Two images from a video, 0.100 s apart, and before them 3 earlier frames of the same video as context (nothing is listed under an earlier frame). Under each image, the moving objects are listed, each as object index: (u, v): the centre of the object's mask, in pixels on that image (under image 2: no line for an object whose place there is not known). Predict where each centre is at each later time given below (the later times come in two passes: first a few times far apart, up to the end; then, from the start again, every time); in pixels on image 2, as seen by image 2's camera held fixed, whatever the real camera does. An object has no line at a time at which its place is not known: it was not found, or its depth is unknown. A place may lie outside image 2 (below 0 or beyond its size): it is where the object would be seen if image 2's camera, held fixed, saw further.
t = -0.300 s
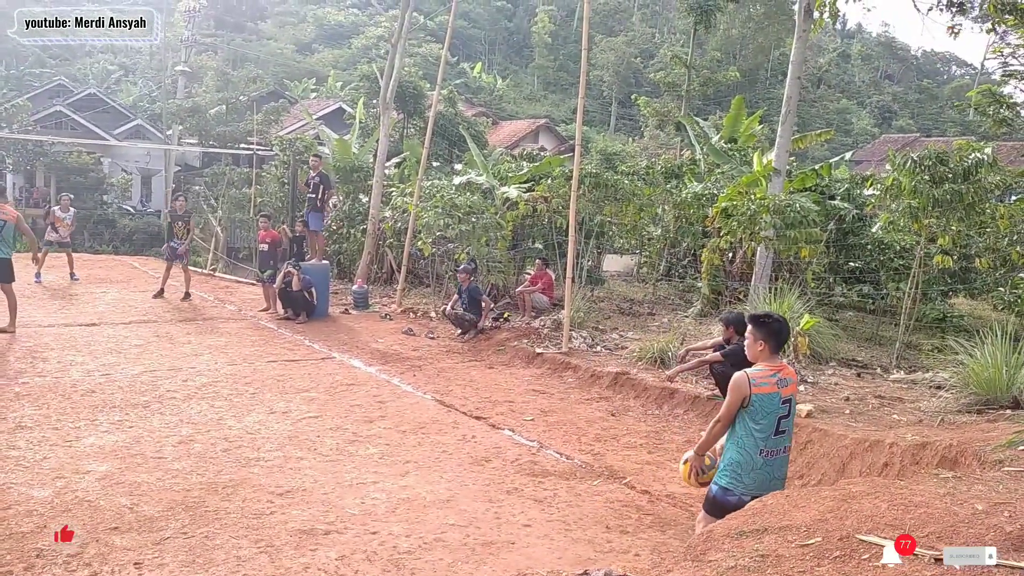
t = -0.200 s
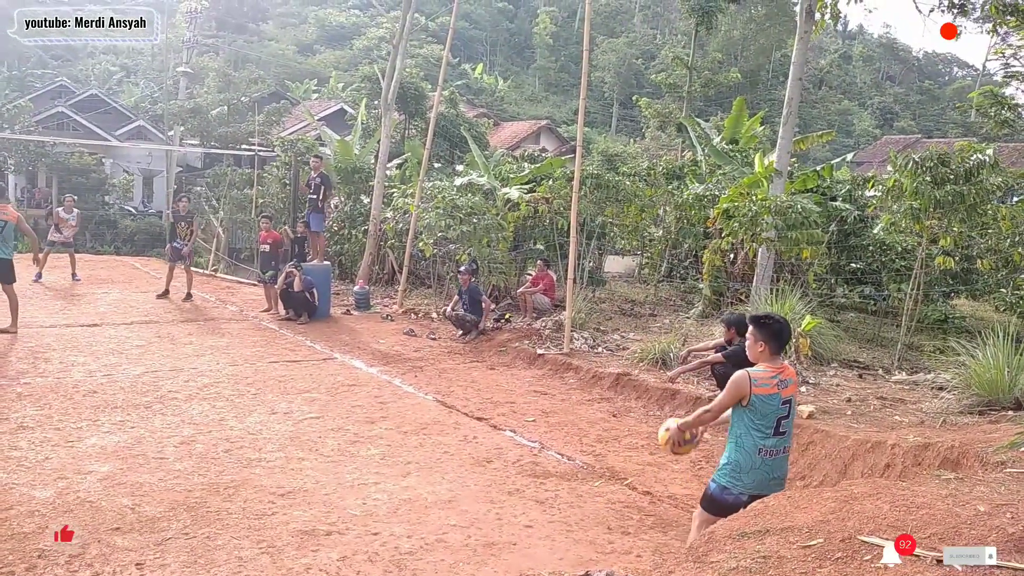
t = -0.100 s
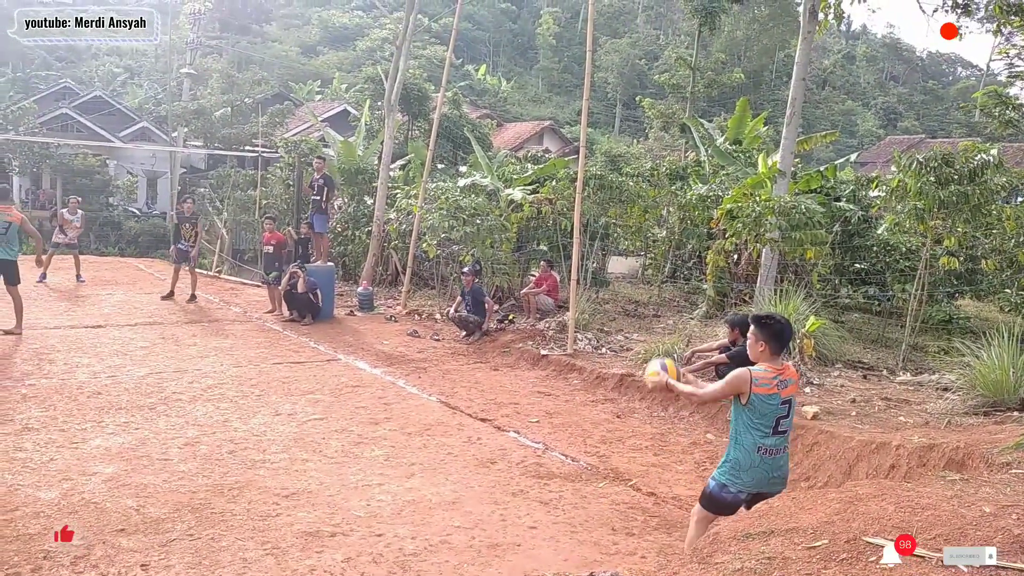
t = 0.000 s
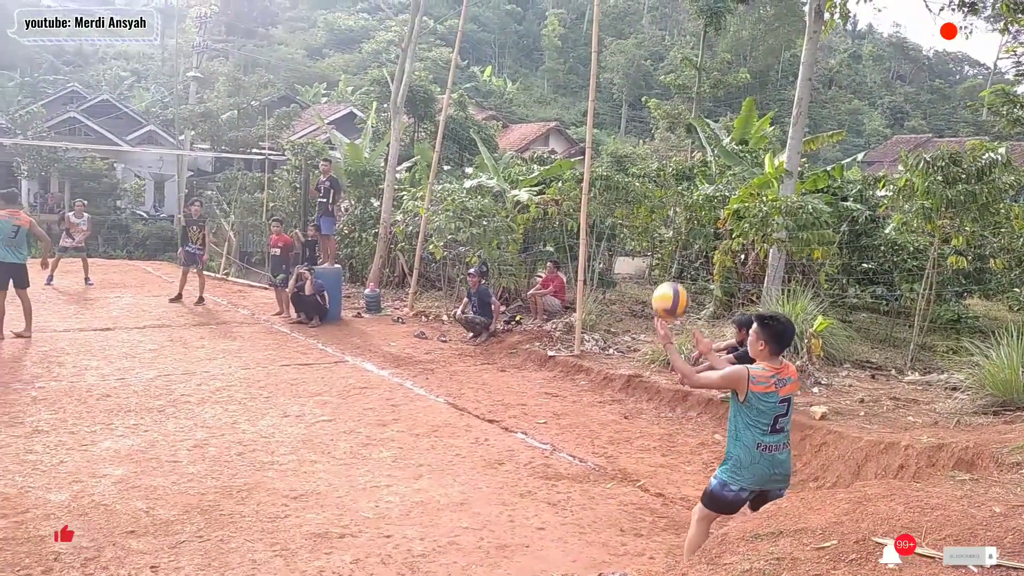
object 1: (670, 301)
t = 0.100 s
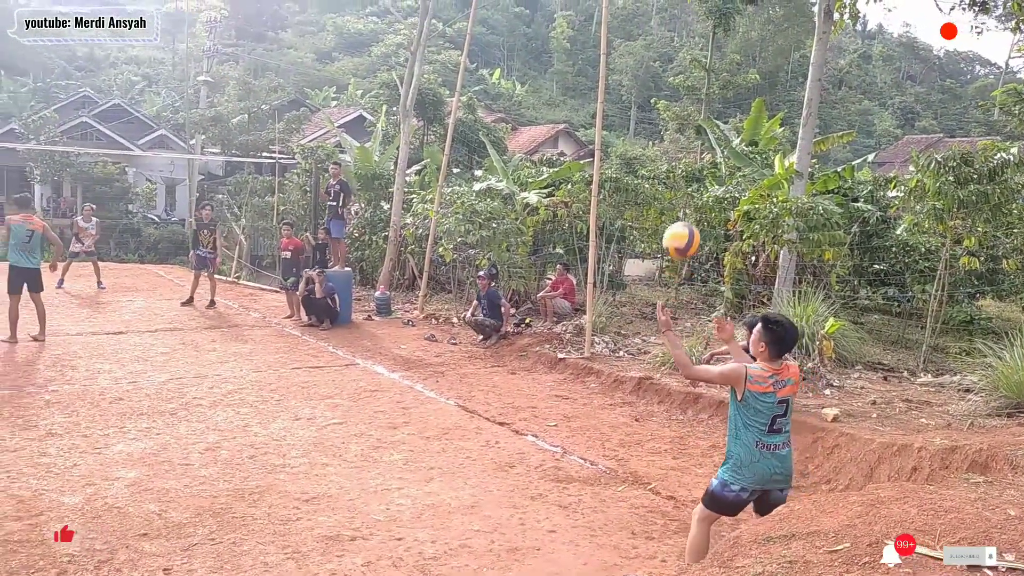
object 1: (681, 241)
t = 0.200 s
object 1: (679, 196)
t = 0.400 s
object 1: (674, 154)
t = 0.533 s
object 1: (663, 164)
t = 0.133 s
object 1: (680, 223)
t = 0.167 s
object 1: (679, 207)
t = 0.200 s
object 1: (679, 196)
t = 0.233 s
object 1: (679, 184)
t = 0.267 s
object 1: (678, 174)
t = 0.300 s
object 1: (678, 166)
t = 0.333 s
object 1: (676, 160)
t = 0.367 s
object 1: (675, 156)
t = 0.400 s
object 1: (674, 154)
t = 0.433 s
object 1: (671, 154)
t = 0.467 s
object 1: (669, 155)
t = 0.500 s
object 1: (666, 159)
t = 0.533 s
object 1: (663, 164)
